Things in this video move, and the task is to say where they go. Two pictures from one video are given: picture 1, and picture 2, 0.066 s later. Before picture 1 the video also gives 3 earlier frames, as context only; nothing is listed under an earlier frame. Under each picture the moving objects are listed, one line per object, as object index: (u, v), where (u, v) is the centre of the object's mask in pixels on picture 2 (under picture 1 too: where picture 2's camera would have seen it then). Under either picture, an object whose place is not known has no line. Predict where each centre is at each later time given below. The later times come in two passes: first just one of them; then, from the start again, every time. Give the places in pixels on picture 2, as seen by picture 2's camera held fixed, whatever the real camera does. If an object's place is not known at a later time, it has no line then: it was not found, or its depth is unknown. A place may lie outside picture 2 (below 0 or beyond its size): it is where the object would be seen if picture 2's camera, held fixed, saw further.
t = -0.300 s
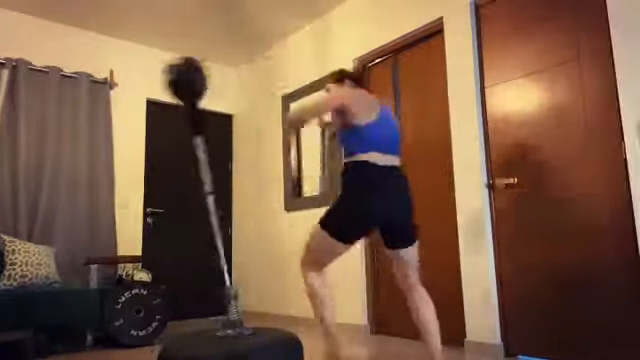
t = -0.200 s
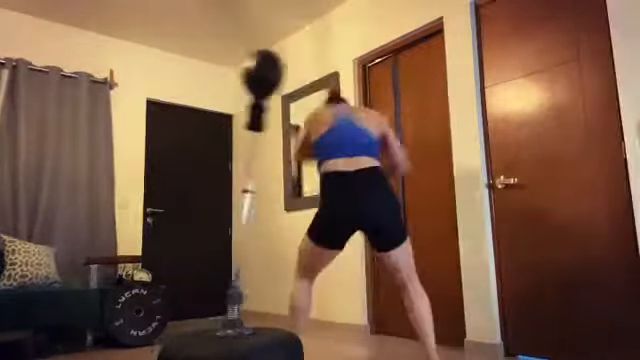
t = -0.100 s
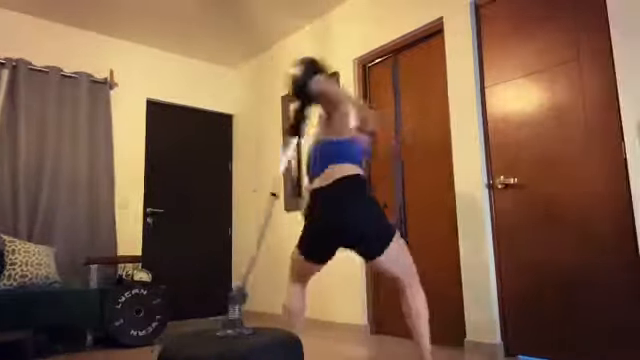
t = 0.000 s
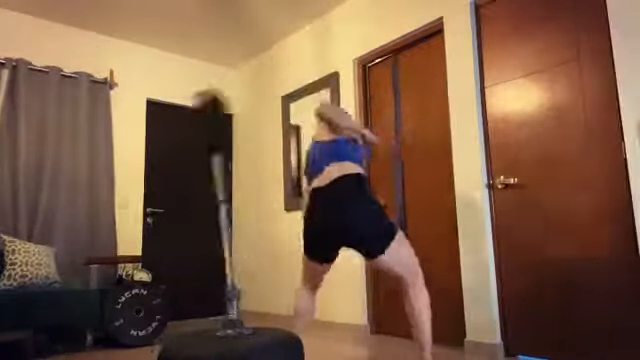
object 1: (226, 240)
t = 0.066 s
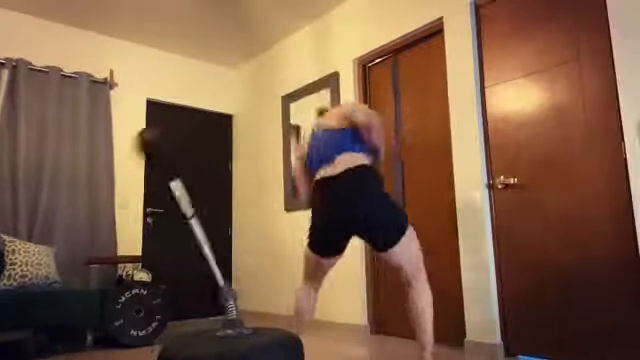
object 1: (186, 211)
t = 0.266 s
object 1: (123, 238)
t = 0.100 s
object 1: (176, 228)
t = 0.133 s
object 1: (160, 232)
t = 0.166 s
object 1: (147, 238)
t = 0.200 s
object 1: (137, 241)
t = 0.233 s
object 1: (130, 242)
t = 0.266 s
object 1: (123, 238)
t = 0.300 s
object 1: (118, 229)
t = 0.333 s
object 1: (118, 217)
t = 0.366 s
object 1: (125, 205)
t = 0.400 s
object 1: (132, 187)
